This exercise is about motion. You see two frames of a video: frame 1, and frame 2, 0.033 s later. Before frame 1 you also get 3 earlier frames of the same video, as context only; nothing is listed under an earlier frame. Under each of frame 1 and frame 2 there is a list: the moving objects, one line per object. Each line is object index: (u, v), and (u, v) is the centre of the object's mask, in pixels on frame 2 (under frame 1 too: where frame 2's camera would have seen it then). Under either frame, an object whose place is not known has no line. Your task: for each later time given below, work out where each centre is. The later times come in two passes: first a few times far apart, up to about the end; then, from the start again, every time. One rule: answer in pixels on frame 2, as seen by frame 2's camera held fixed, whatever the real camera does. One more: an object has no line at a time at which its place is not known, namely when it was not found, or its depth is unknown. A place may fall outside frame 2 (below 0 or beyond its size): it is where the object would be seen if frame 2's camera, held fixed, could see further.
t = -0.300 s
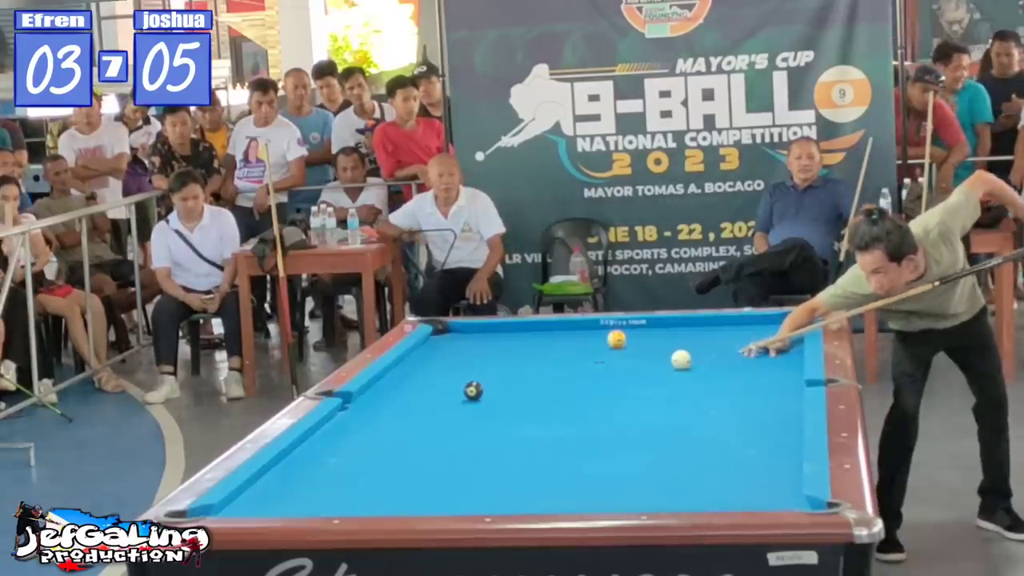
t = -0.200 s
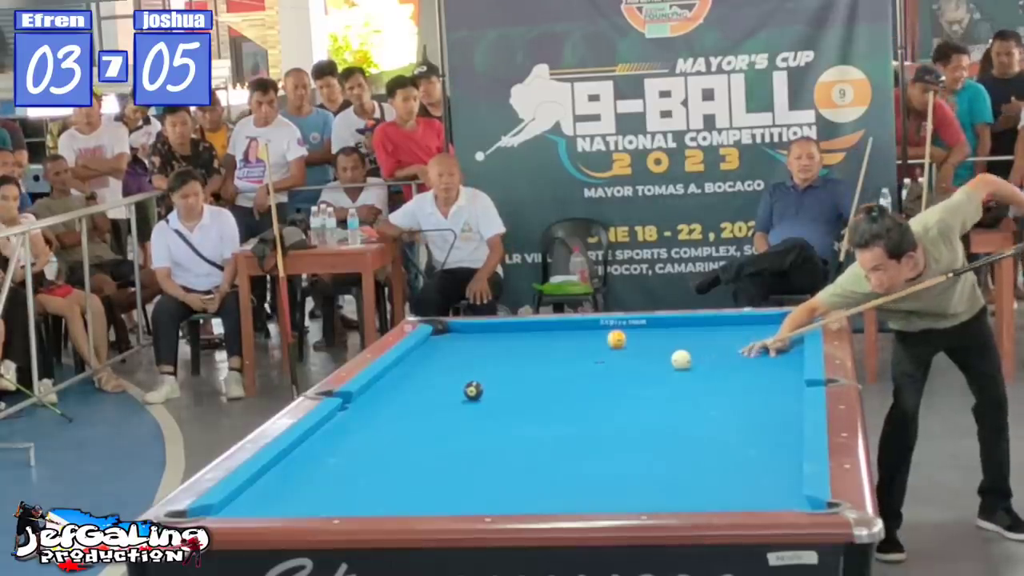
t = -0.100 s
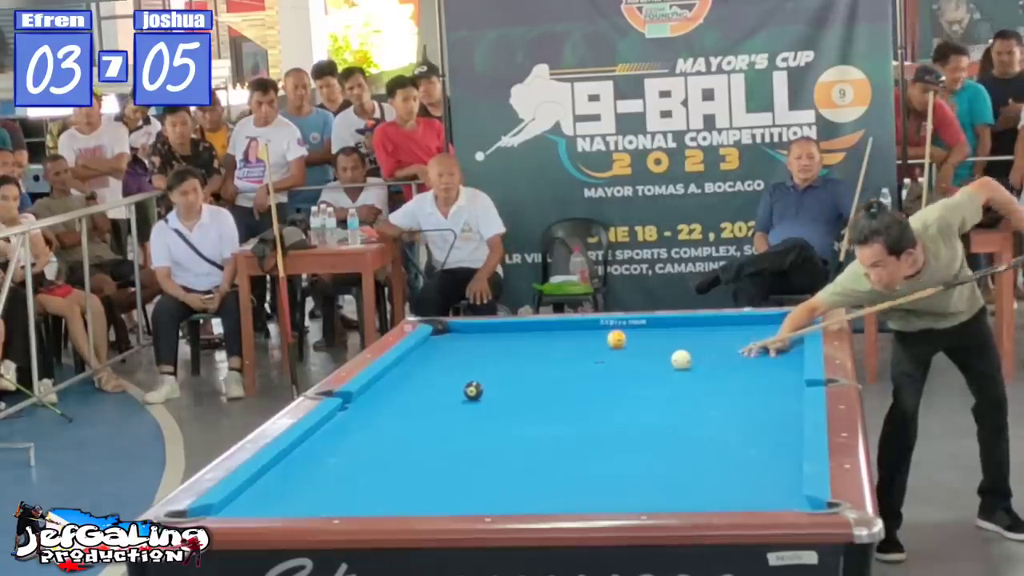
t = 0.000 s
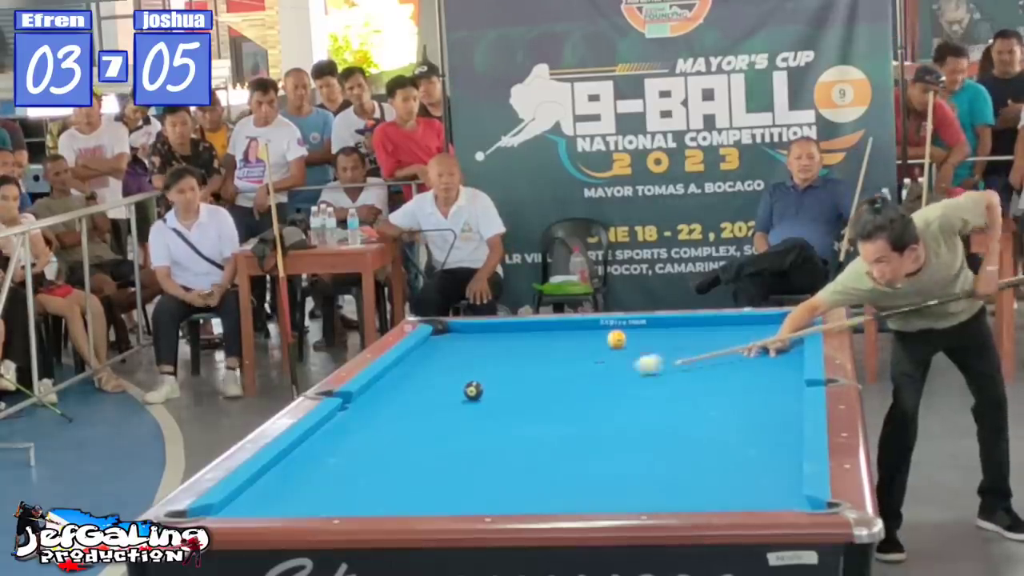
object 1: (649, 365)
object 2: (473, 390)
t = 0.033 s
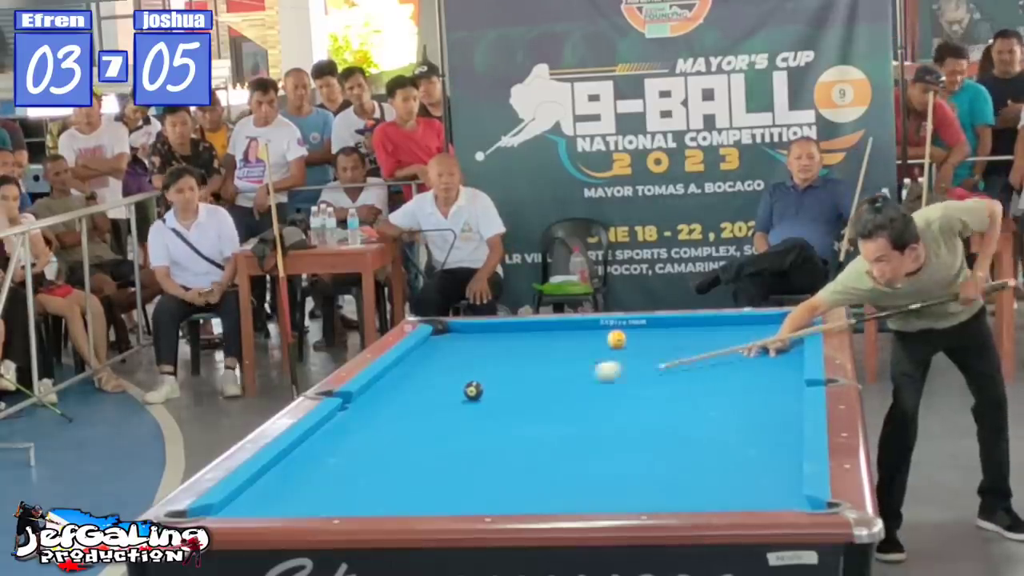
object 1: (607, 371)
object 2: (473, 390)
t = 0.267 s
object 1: (493, 406)
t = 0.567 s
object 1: (507, 436)
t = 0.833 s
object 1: (525, 461)
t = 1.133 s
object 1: (548, 493)
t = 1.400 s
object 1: (601, 496)
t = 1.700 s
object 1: (682, 480)
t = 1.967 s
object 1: (747, 465)
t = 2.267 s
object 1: (779, 450)
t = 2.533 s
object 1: (750, 439)
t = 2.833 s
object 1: (721, 428)
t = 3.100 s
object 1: (696, 419)
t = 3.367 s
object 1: (675, 411)
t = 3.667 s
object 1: (652, 403)
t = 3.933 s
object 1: (634, 396)
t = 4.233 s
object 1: (615, 389)
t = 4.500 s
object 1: (600, 383)
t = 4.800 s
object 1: (584, 377)
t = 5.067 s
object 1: (572, 373)
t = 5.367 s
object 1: (558, 368)
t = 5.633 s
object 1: (548, 364)
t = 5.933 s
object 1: (537, 360)
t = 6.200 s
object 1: (528, 356)
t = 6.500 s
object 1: (520, 353)
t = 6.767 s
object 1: (513, 351)
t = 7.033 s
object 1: (507, 348)
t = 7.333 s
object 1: (501, 346)
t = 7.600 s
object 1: (497, 344)
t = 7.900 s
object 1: (492, 342)
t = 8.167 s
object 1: (489, 341)
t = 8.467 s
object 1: (486, 340)
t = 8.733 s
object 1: (484, 339)
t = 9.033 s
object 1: (483, 339)
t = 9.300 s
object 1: (482, 338)
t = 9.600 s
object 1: (483, 338)
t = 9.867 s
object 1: (483, 338)
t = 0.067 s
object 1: (567, 377)
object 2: (473, 390)
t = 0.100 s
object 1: (525, 384)
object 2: (473, 391)
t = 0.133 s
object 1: (493, 390)
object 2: (463, 391)
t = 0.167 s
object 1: (493, 394)
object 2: (423, 394)
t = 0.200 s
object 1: (492, 399)
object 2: (384, 396)
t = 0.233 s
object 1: (493, 402)
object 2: (343, 397)
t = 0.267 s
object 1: (493, 406)
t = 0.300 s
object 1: (494, 410)
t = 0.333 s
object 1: (494, 413)
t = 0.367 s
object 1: (495, 417)
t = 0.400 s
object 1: (497, 420)
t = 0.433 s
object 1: (498, 423)
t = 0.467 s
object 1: (500, 427)
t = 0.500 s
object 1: (502, 430)
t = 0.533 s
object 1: (505, 432)
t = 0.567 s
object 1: (507, 436)
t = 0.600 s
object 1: (509, 438)
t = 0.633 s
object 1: (511, 442)
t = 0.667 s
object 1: (513, 445)
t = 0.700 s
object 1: (516, 448)
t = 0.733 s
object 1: (518, 451)
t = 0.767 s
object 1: (520, 455)
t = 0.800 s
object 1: (522, 458)
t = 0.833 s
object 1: (525, 461)
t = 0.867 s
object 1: (527, 465)
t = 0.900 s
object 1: (530, 469)
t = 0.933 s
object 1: (532, 472)
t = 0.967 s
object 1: (535, 476)
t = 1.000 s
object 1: (538, 480)
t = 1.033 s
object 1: (540, 483)
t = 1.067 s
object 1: (543, 487)
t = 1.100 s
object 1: (545, 491)
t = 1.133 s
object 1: (548, 493)
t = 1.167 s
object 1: (551, 497)
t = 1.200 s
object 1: (554, 499)
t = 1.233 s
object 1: (556, 501)
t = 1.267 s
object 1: (560, 502)
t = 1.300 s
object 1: (570, 501)
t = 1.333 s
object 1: (581, 499)
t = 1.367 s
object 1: (591, 498)
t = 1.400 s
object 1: (601, 496)
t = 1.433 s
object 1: (610, 494)
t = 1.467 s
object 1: (619, 493)
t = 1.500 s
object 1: (629, 492)
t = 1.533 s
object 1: (638, 490)
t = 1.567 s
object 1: (647, 488)
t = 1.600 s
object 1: (656, 486)
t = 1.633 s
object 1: (664, 484)
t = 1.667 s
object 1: (673, 482)
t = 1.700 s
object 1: (682, 480)
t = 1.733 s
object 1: (690, 478)
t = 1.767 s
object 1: (699, 476)
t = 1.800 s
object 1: (707, 475)
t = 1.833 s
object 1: (715, 473)
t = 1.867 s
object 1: (724, 471)
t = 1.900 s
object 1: (731, 469)
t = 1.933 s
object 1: (740, 467)
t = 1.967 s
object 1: (747, 465)
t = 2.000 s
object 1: (755, 464)
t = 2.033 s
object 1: (763, 462)
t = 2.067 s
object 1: (770, 460)
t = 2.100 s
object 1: (778, 458)
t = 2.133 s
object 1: (785, 457)
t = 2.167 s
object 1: (791, 454)
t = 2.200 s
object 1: (787, 453)
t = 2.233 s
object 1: (783, 452)
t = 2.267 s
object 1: (779, 450)
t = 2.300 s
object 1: (775, 449)
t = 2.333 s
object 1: (771, 448)
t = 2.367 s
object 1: (768, 446)
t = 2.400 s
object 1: (764, 445)
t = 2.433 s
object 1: (760, 444)
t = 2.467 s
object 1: (757, 442)
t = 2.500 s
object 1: (754, 441)
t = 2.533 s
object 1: (750, 439)
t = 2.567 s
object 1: (747, 438)
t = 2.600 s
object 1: (743, 437)
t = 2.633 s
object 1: (740, 436)
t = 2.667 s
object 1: (737, 434)
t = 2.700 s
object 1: (733, 433)
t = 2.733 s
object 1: (730, 432)
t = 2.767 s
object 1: (727, 431)
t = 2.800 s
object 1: (724, 430)
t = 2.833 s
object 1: (721, 428)
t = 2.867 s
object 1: (717, 427)
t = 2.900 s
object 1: (715, 426)
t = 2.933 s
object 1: (712, 425)
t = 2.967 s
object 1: (709, 424)
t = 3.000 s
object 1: (706, 422)
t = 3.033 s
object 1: (703, 421)
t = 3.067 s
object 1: (699, 420)
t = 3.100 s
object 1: (696, 419)
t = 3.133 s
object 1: (693, 418)
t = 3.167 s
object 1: (691, 417)
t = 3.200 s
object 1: (688, 416)
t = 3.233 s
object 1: (685, 415)
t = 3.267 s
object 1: (682, 414)
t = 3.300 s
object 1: (680, 413)
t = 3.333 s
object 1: (677, 412)
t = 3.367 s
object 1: (675, 411)
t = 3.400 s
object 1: (672, 410)
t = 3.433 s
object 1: (669, 409)
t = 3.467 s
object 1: (667, 408)
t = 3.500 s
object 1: (664, 407)
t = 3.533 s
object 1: (662, 406)
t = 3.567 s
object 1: (659, 406)
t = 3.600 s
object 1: (657, 405)
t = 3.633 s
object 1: (654, 404)
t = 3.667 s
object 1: (652, 403)
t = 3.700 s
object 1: (650, 402)
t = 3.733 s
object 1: (648, 401)
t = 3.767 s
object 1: (645, 400)
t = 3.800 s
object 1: (643, 399)
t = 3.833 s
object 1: (641, 399)
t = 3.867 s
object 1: (639, 398)
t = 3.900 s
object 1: (636, 397)
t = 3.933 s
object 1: (634, 396)
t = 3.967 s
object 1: (632, 395)
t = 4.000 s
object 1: (630, 395)
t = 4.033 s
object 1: (628, 394)
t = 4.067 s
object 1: (625, 393)
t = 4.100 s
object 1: (623, 392)
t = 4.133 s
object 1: (621, 391)
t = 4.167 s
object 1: (619, 391)
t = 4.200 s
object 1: (617, 390)
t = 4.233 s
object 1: (615, 389)
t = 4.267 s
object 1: (613, 388)
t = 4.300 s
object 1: (611, 388)
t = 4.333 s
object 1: (609, 387)
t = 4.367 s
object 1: (608, 386)
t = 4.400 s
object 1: (606, 385)
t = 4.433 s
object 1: (604, 385)
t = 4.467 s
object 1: (602, 384)
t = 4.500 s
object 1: (600, 383)
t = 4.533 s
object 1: (598, 382)
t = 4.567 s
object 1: (597, 382)
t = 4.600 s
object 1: (595, 381)
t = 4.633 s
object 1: (593, 380)
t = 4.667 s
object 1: (591, 380)
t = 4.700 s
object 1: (589, 379)
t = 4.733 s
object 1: (588, 378)
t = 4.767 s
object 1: (586, 378)
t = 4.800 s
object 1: (584, 377)
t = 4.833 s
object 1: (583, 377)
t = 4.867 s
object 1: (581, 376)
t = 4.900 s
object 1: (580, 375)
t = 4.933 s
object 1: (578, 375)
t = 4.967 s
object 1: (576, 374)
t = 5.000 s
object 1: (575, 374)
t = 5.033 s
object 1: (573, 373)
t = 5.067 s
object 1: (572, 373)
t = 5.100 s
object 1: (570, 372)
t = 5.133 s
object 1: (569, 371)
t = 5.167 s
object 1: (567, 371)
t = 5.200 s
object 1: (566, 370)
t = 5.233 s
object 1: (564, 370)
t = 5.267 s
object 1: (563, 369)
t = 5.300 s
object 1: (561, 369)
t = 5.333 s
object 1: (560, 368)
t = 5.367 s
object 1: (558, 368)
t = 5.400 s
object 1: (557, 367)
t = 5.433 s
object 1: (556, 367)
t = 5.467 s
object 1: (554, 366)
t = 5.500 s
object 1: (553, 366)
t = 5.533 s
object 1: (552, 365)
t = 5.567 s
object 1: (550, 365)
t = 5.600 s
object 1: (549, 365)
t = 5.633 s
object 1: (548, 364)
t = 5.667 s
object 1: (546, 363)
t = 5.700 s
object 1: (545, 363)
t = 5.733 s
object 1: (544, 362)
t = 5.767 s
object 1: (543, 362)
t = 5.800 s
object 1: (541, 361)
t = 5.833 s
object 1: (540, 361)
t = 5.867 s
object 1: (539, 361)
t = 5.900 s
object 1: (538, 360)
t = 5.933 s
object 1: (537, 360)
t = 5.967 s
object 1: (536, 360)
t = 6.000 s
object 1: (534, 359)
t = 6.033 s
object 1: (533, 359)
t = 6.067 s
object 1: (533, 358)
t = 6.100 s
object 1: (531, 358)
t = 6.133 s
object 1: (530, 357)
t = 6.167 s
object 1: (529, 357)
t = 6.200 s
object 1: (528, 356)
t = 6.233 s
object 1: (527, 356)
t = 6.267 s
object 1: (526, 356)
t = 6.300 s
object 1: (525, 356)
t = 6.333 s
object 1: (525, 355)
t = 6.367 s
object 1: (524, 355)
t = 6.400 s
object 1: (523, 354)
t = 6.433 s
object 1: (522, 354)
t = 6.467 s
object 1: (521, 354)
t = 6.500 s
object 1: (520, 353)
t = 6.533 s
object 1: (519, 353)
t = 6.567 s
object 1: (518, 353)
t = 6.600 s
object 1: (517, 352)
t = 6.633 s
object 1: (516, 352)
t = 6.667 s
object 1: (516, 352)
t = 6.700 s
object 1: (515, 351)
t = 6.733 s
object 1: (514, 351)
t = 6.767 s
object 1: (513, 351)
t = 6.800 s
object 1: (512, 350)
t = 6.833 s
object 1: (512, 350)
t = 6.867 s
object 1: (511, 350)
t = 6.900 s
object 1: (510, 350)
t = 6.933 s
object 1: (509, 349)
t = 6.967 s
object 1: (509, 349)
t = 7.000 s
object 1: (508, 349)
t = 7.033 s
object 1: (507, 348)
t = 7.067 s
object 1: (507, 348)
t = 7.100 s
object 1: (506, 348)
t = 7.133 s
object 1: (505, 347)
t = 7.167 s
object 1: (504, 347)
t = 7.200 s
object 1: (504, 347)
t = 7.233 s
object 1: (503, 347)
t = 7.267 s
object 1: (503, 346)
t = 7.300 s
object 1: (502, 346)
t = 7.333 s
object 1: (501, 346)
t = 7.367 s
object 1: (501, 346)
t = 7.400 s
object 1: (500, 346)
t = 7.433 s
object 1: (499, 345)
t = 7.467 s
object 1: (499, 345)
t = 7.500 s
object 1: (498, 345)
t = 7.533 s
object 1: (498, 345)
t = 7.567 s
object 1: (497, 344)
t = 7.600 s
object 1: (497, 344)
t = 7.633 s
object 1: (496, 344)
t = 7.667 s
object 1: (495, 344)
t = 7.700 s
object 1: (495, 343)
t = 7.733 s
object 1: (495, 343)
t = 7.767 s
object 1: (494, 343)
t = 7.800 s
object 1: (494, 343)
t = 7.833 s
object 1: (493, 343)
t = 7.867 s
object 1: (493, 342)
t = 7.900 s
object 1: (492, 342)
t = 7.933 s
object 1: (492, 342)
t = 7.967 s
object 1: (492, 342)
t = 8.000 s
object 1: (491, 342)
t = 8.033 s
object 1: (491, 342)
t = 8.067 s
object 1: (490, 341)
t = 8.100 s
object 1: (490, 341)
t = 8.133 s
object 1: (490, 341)
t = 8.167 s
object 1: (489, 341)
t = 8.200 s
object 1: (489, 341)
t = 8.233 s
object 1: (489, 341)
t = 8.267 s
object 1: (488, 341)
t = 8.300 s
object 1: (488, 341)
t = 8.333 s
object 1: (488, 340)
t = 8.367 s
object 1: (487, 340)
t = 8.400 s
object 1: (487, 340)
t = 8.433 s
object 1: (487, 340)
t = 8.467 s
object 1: (486, 340)
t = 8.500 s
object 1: (486, 340)
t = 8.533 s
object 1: (486, 340)
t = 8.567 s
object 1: (486, 340)
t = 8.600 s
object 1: (485, 340)
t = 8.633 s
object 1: (485, 340)
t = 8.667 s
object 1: (485, 339)
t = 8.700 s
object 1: (485, 339)
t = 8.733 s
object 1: (484, 339)
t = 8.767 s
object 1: (484, 339)
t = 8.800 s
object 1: (484, 339)
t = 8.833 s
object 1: (484, 339)
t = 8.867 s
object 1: (484, 339)
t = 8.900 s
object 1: (483, 339)
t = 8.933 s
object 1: (483, 339)
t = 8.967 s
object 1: (483, 339)
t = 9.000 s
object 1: (483, 339)
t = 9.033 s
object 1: (483, 339)
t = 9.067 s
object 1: (483, 339)
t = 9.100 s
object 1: (483, 338)
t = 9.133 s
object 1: (483, 338)
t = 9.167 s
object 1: (482, 338)
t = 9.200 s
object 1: (483, 338)
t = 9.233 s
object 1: (482, 338)
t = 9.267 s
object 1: (482, 338)
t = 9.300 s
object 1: (482, 338)
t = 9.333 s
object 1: (482, 338)
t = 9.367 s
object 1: (482, 338)
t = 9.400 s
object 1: (482, 338)
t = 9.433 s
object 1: (483, 338)
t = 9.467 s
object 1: (483, 338)
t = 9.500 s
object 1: (483, 338)
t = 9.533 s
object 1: (483, 338)
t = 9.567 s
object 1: (483, 338)
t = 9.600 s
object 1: (483, 338)
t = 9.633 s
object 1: (483, 338)
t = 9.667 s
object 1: (483, 338)
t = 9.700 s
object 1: (483, 338)
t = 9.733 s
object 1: (483, 338)
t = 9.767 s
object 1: (483, 338)
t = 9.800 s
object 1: (483, 338)
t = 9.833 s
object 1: (483, 338)
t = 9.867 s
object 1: (483, 338)
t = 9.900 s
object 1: (483, 338)
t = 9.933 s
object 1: (483, 338)
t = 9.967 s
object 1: (483, 338)
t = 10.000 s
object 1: (483, 338)
